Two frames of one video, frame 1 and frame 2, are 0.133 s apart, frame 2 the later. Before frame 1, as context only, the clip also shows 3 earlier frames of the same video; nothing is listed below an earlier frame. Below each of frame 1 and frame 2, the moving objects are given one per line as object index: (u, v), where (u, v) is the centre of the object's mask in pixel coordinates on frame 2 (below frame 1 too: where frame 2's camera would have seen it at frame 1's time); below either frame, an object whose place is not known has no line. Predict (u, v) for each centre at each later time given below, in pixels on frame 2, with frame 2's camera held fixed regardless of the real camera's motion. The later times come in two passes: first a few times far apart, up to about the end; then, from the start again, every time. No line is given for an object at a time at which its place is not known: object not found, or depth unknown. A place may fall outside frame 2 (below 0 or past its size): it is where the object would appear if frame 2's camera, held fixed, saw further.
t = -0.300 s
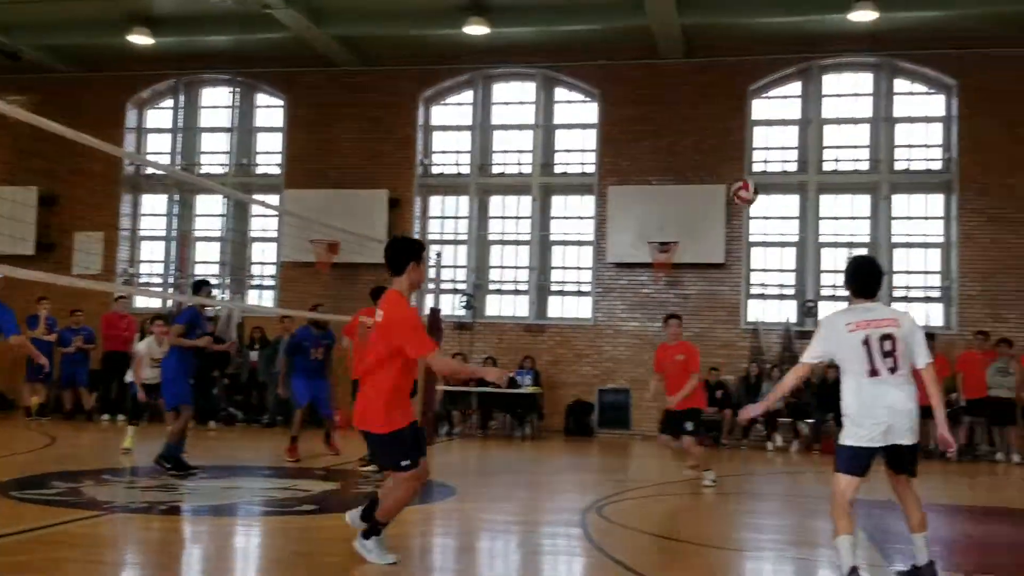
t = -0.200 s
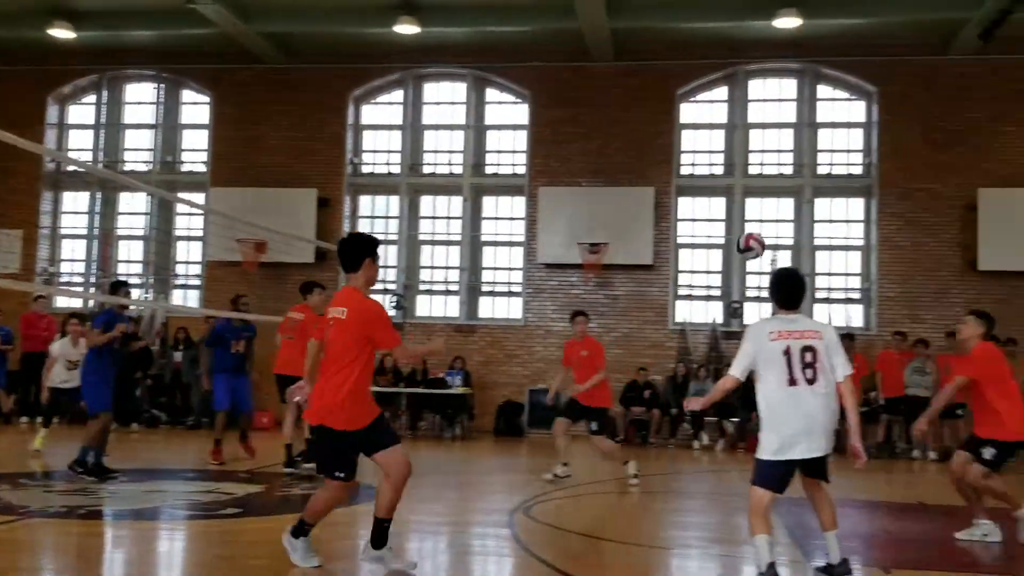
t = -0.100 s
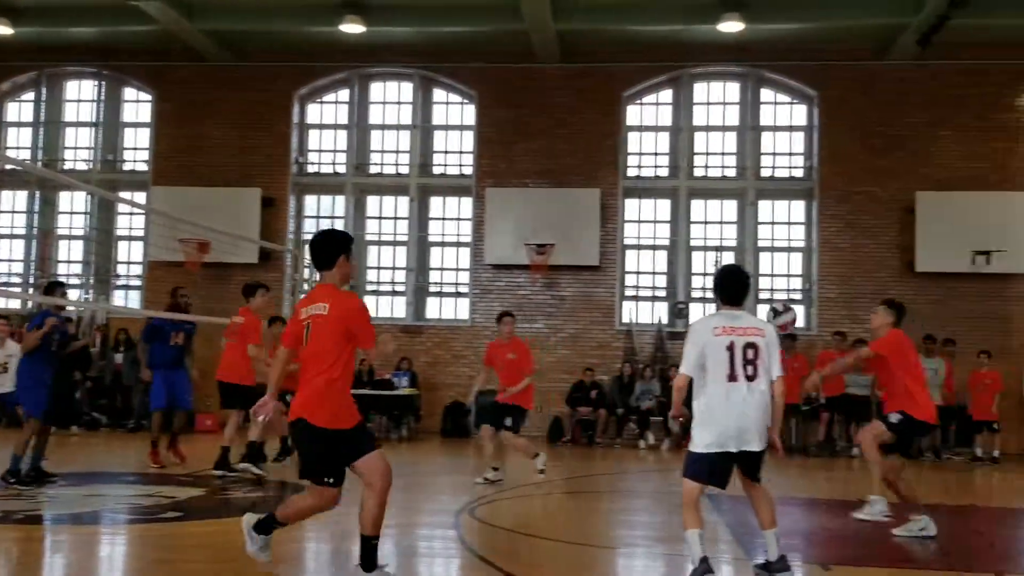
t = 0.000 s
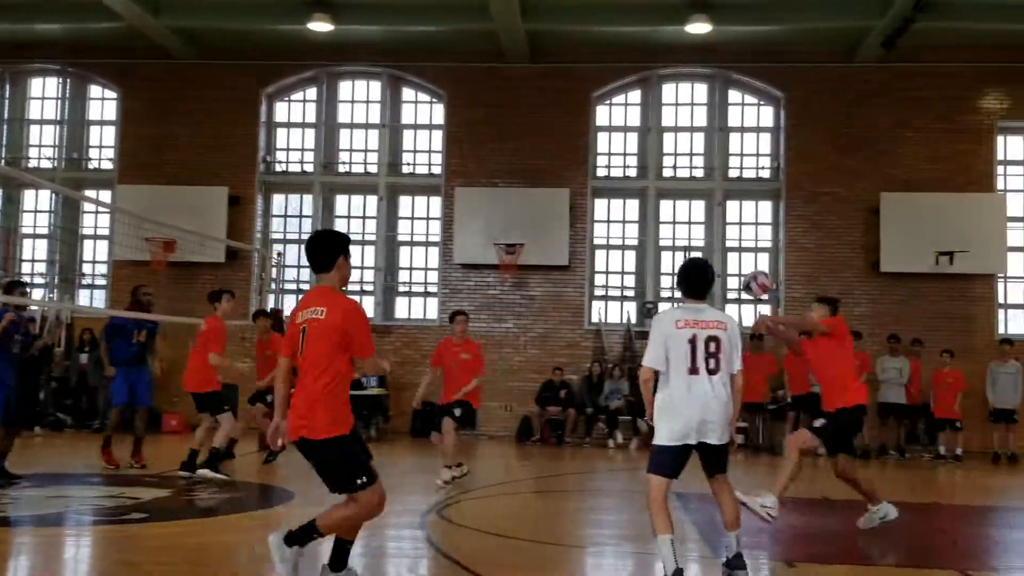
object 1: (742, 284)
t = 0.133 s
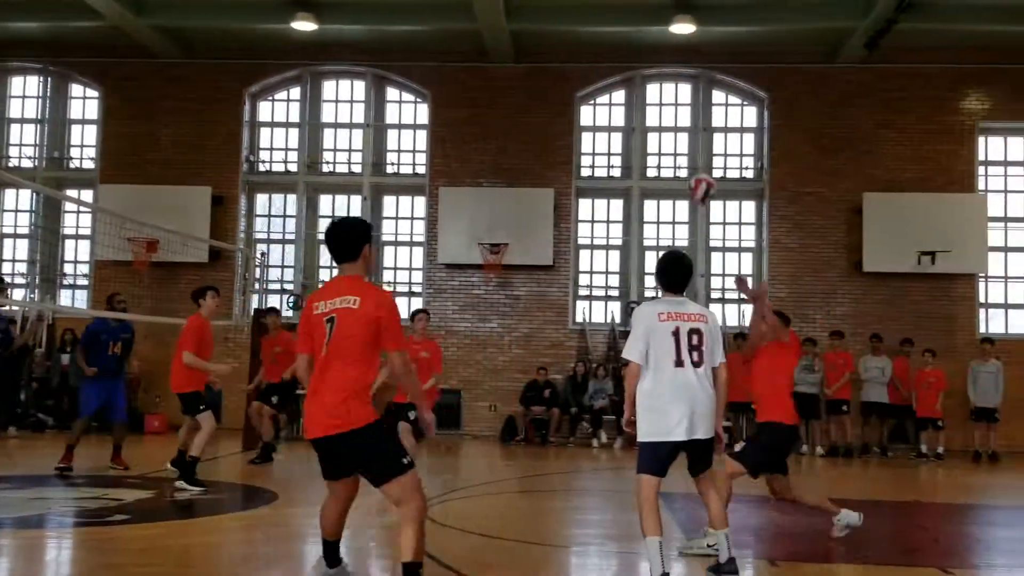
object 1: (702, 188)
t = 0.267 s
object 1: (666, 122)
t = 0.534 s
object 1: (601, 64)
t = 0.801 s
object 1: (541, 96)
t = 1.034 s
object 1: (494, 188)
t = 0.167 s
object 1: (693, 169)
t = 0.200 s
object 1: (684, 152)
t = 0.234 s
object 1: (674, 137)
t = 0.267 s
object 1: (666, 122)
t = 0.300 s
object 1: (657, 110)
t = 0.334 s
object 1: (648, 99)
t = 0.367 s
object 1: (641, 89)
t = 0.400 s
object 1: (633, 80)
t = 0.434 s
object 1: (624, 73)
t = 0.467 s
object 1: (617, 70)
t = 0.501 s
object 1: (608, 66)
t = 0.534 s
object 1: (601, 64)
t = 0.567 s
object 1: (594, 64)
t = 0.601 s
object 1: (585, 65)
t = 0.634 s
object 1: (578, 67)
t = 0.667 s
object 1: (571, 69)
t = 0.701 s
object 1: (564, 74)
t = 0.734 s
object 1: (557, 80)
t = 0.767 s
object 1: (549, 87)
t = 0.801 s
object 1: (541, 96)
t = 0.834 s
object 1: (535, 105)
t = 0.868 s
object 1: (528, 116)
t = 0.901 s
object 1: (522, 128)
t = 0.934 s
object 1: (514, 140)
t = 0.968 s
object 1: (508, 156)
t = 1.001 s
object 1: (501, 171)
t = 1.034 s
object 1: (494, 188)
